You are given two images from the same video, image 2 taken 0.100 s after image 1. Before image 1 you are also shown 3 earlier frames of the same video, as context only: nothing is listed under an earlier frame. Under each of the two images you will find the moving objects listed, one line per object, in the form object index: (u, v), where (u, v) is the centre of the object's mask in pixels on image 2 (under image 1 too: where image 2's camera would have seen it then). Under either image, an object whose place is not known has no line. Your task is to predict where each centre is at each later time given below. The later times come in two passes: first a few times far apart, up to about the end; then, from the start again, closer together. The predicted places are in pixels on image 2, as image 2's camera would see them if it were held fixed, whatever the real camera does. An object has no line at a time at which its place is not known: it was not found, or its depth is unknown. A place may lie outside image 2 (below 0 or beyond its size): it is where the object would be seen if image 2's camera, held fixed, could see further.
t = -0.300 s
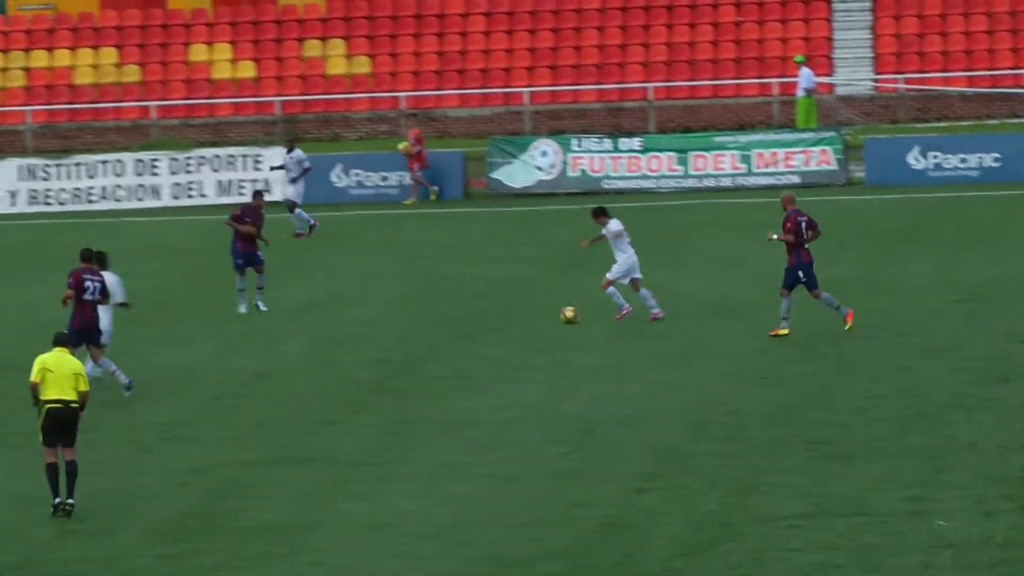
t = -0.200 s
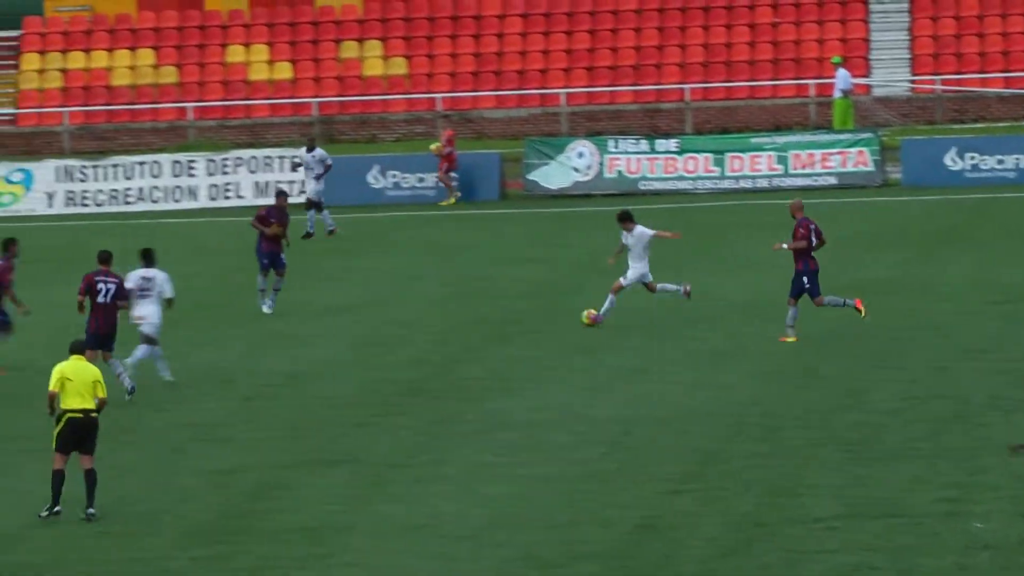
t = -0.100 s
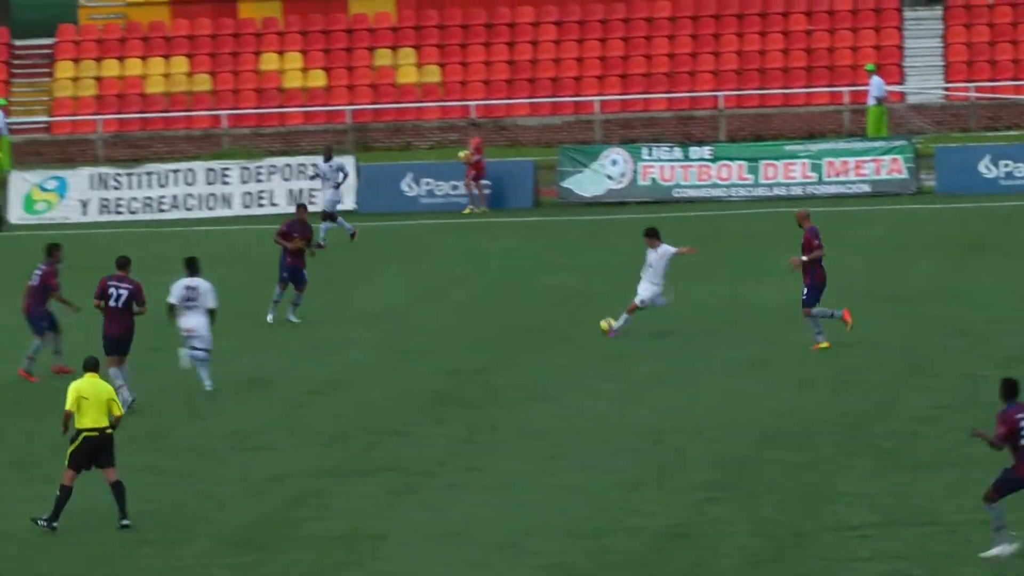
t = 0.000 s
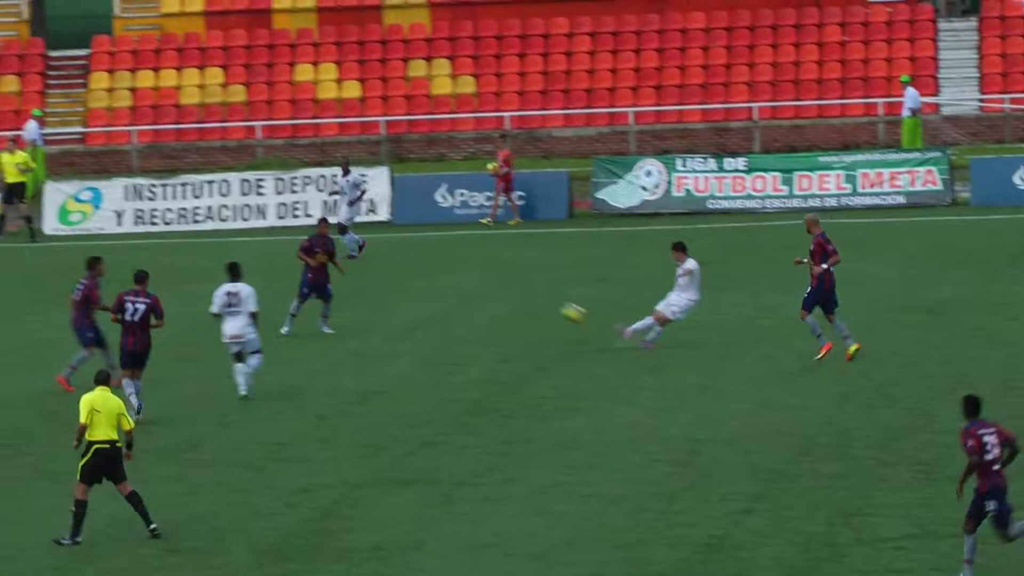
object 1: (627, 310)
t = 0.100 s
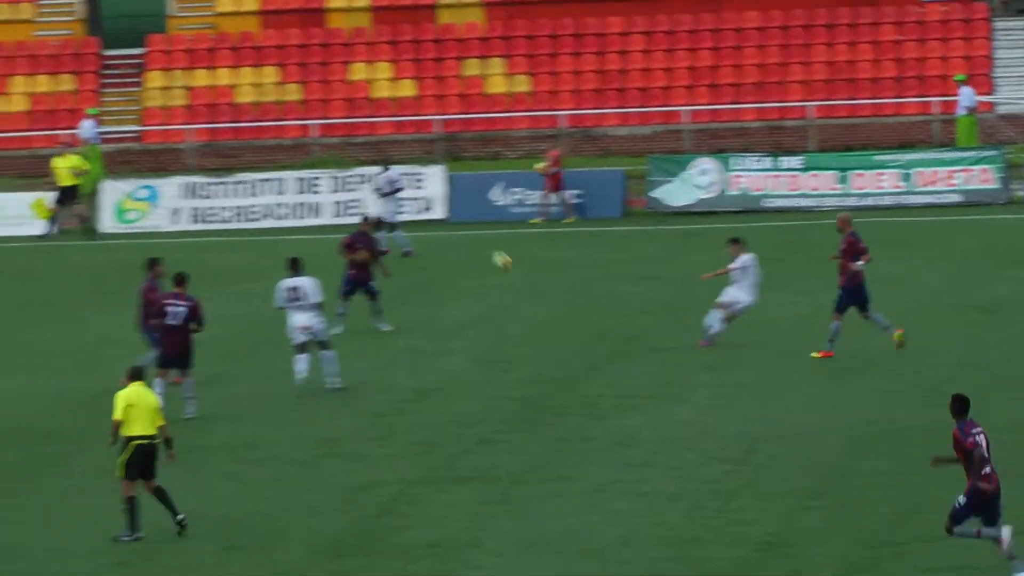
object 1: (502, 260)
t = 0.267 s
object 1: (297, 195)
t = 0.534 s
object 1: (-58, 114)
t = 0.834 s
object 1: (-495, 74)
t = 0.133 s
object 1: (460, 247)
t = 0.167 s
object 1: (419, 232)
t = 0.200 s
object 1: (378, 221)
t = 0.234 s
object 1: (337, 208)
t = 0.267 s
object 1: (297, 195)
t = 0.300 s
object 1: (253, 185)
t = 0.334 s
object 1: (210, 172)
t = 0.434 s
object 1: (78, 142)
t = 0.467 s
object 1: (34, 132)
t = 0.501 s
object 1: (-12, 123)
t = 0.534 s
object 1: (-58, 114)
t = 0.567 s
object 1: (-104, 106)
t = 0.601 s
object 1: (-151, 100)
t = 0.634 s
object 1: (-199, 94)
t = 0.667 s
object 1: (-246, 88)
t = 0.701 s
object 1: (-293, 84)
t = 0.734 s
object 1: (-342, 79)
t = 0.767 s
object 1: (-390, 77)
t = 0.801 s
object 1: (-441, 76)
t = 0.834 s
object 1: (-495, 74)
